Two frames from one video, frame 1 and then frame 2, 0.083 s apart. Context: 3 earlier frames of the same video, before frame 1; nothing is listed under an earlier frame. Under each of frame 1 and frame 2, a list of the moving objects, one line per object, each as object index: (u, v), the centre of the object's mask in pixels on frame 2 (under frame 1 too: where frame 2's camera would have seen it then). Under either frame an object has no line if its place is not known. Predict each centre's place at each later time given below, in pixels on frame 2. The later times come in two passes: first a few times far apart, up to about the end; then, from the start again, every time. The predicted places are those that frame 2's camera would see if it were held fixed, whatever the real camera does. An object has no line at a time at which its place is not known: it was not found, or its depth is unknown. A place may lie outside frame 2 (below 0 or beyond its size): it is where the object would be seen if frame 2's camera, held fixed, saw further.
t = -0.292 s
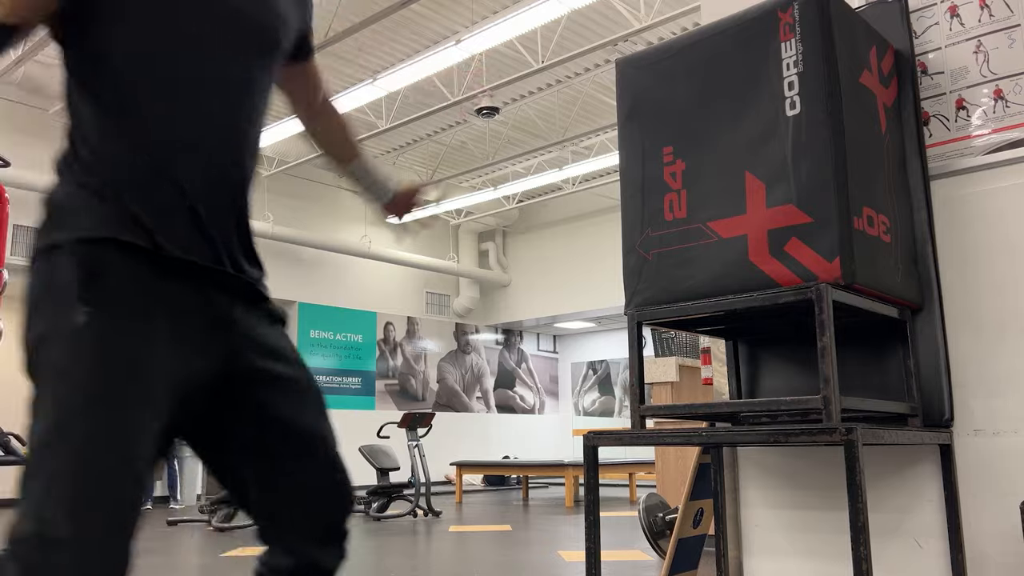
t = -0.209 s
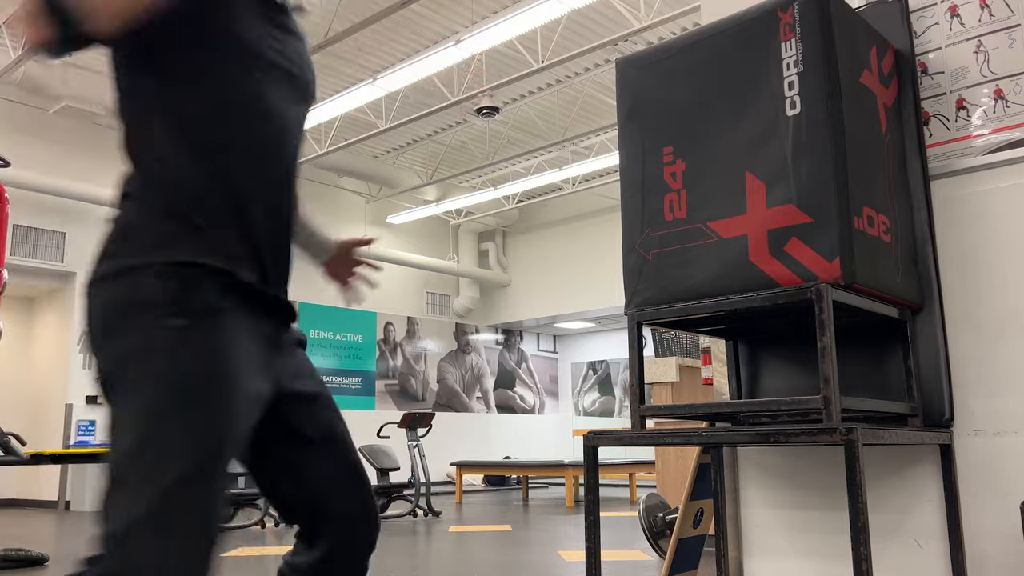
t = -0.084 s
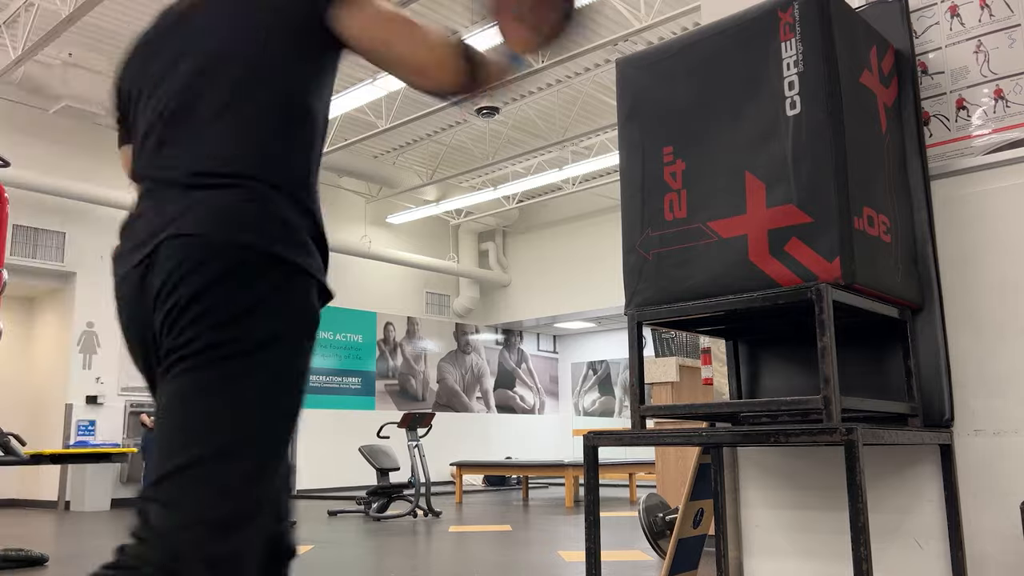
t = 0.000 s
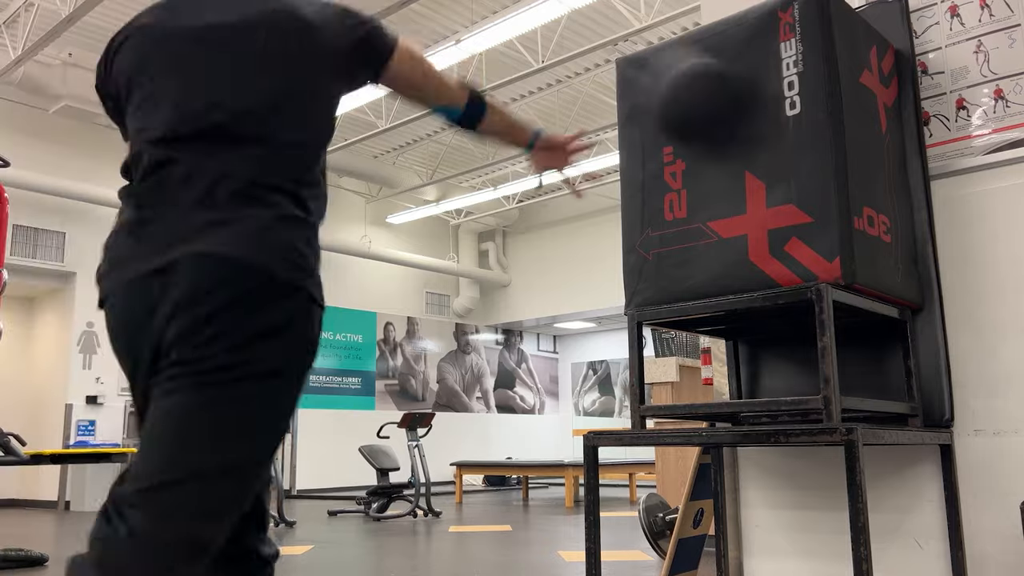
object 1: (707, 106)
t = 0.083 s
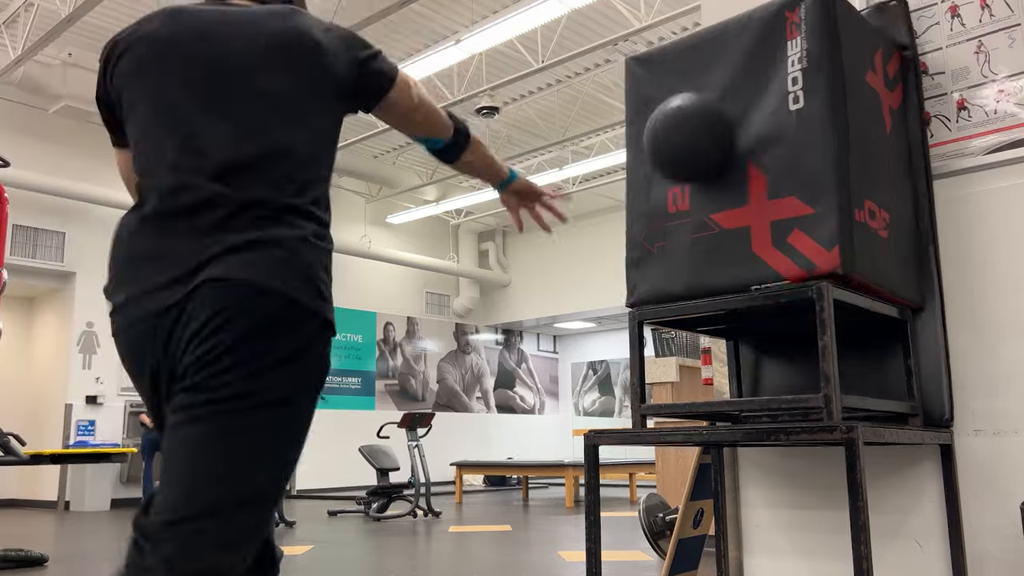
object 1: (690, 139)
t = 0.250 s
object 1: (649, 234)
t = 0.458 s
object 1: (599, 496)
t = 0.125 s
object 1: (679, 155)
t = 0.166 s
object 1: (667, 174)
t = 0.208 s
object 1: (661, 203)
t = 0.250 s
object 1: (649, 234)
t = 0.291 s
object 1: (641, 273)
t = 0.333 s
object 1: (633, 317)
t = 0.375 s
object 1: (624, 373)
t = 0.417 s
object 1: (615, 430)
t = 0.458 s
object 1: (599, 496)
